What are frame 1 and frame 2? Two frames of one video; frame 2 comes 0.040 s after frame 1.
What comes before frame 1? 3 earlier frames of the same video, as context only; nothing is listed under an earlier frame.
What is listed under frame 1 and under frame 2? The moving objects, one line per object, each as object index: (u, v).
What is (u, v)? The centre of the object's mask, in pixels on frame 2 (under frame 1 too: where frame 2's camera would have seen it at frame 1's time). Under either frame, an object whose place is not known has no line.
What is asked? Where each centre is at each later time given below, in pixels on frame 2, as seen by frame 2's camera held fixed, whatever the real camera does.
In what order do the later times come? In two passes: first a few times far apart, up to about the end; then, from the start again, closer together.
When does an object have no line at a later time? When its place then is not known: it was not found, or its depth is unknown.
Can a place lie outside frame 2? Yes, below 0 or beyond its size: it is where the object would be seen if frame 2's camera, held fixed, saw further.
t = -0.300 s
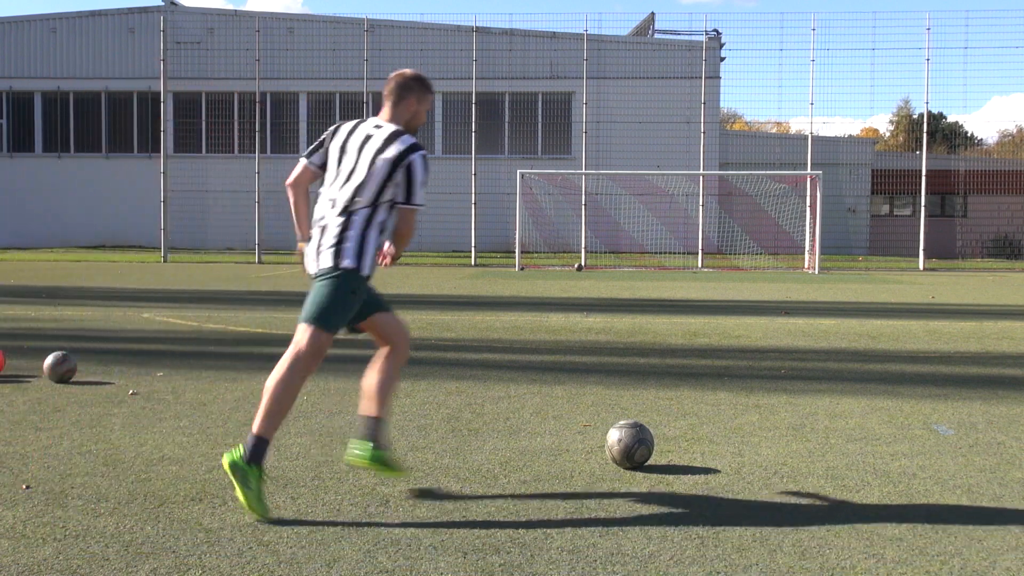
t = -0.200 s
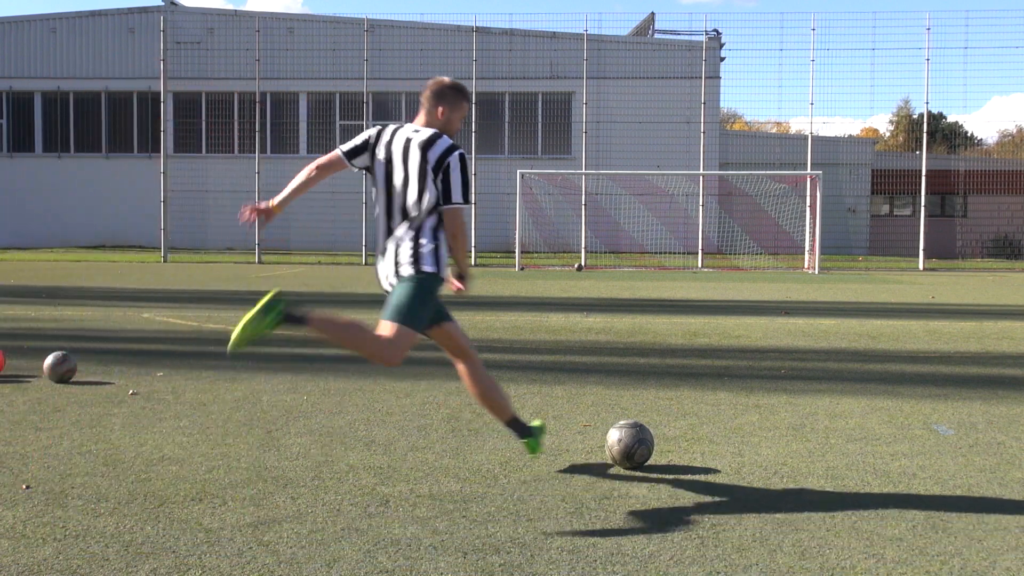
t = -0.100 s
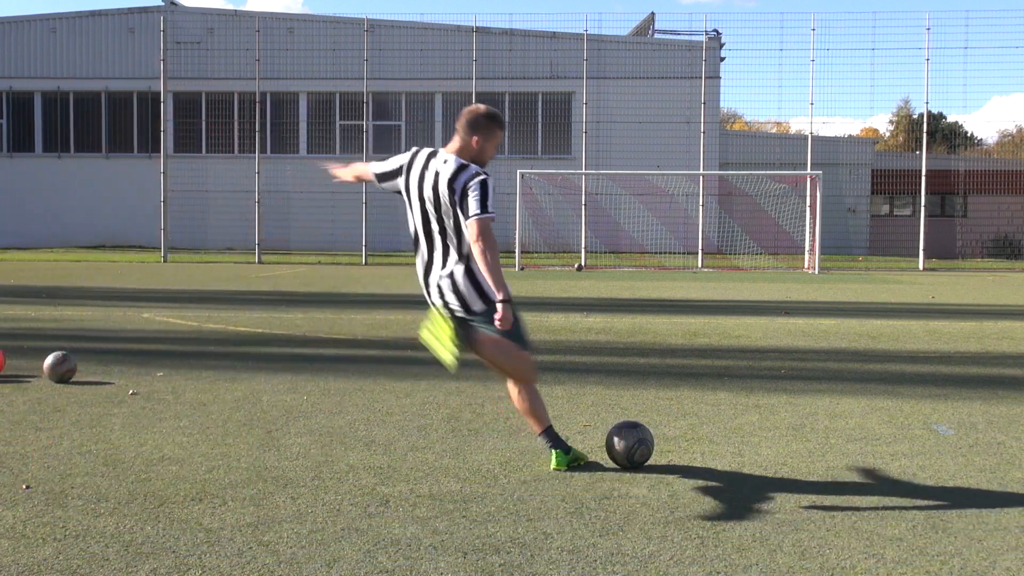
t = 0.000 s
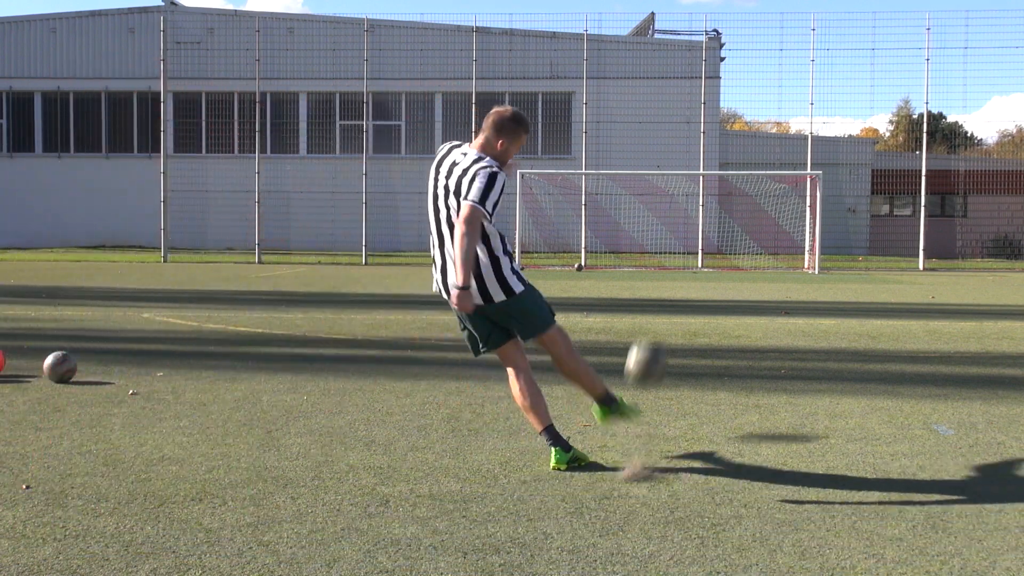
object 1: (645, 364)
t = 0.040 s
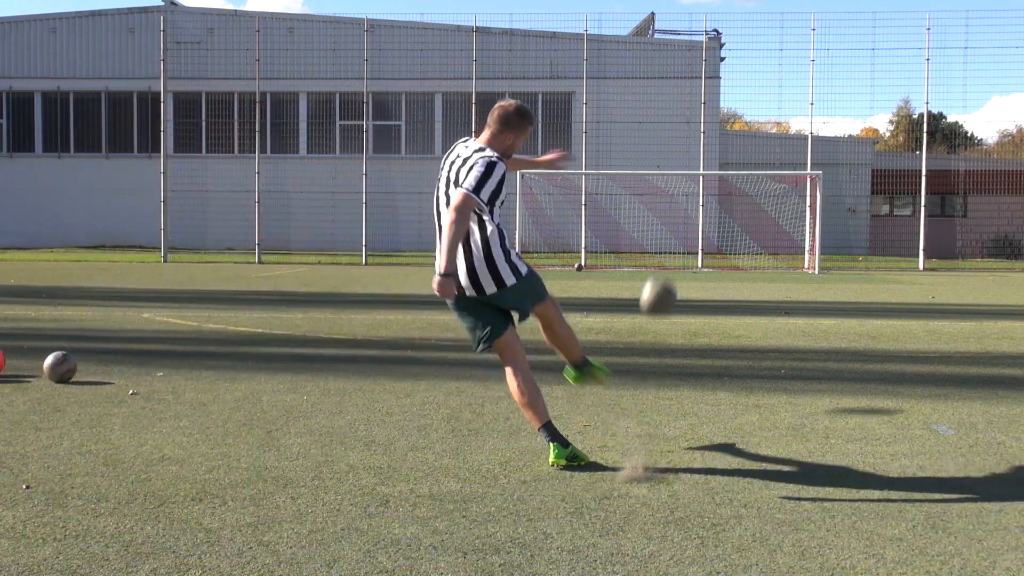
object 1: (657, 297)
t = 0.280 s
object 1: (671, 133)
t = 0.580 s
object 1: (647, 114)
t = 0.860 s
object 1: (611, 143)
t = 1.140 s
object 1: (574, 188)
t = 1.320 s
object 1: (562, 213)
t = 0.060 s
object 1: (662, 270)
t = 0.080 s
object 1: (665, 246)
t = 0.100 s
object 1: (667, 227)
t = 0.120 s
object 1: (669, 210)
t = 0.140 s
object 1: (670, 194)
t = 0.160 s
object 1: (671, 182)
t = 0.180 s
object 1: (673, 170)
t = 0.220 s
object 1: (673, 152)
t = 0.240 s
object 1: (672, 145)
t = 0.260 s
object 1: (672, 138)
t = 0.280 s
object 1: (671, 133)
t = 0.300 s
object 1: (671, 129)
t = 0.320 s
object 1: (670, 125)
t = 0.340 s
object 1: (669, 121)
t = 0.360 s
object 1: (668, 119)
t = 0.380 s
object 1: (666, 117)
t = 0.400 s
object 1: (665, 115)
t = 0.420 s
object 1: (664, 114)
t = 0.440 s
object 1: (662, 113)
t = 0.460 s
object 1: (660, 112)
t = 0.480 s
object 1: (658, 111)
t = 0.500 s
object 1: (656, 111)
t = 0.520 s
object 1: (654, 112)
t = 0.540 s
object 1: (651, 112)
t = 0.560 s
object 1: (649, 113)
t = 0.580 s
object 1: (647, 114)
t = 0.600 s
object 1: (644, 115)
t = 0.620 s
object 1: (642, 117)
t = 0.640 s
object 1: (640, 118)
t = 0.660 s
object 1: (637, 120)
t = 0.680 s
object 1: (635, 122)
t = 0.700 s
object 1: (632, 123)
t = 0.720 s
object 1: (630, 125)
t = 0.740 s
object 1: (627, 127)
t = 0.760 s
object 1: (624, 130)
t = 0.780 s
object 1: (622, 132)
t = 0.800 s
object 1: (619, 135)
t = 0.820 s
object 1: (616, 137)
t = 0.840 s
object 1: (614, 140)
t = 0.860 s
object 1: (611, 143)
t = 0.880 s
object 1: (608, 146)
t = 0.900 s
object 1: (606, 149)
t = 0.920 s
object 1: (603, 152)
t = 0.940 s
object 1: (600, 155)
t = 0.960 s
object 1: (597, 158)
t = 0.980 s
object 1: (595, 161)
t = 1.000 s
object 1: (592, 164)
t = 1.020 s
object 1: (590, 167)
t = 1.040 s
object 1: (588, 171)
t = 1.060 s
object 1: (584, 175)
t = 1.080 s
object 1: (581, 178)
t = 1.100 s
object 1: (578, 181)
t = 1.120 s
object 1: (576, 185)
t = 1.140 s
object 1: (574, 188)
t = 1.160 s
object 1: (571, 192)
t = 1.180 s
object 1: (568, 196)
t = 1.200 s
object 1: (566, 200)
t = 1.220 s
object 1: (565, 202)
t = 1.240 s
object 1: (563, 204)
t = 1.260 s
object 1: (563, 206)
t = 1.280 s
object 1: (563, 208)
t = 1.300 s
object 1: (562, 211)
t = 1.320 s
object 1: (562, 213)
